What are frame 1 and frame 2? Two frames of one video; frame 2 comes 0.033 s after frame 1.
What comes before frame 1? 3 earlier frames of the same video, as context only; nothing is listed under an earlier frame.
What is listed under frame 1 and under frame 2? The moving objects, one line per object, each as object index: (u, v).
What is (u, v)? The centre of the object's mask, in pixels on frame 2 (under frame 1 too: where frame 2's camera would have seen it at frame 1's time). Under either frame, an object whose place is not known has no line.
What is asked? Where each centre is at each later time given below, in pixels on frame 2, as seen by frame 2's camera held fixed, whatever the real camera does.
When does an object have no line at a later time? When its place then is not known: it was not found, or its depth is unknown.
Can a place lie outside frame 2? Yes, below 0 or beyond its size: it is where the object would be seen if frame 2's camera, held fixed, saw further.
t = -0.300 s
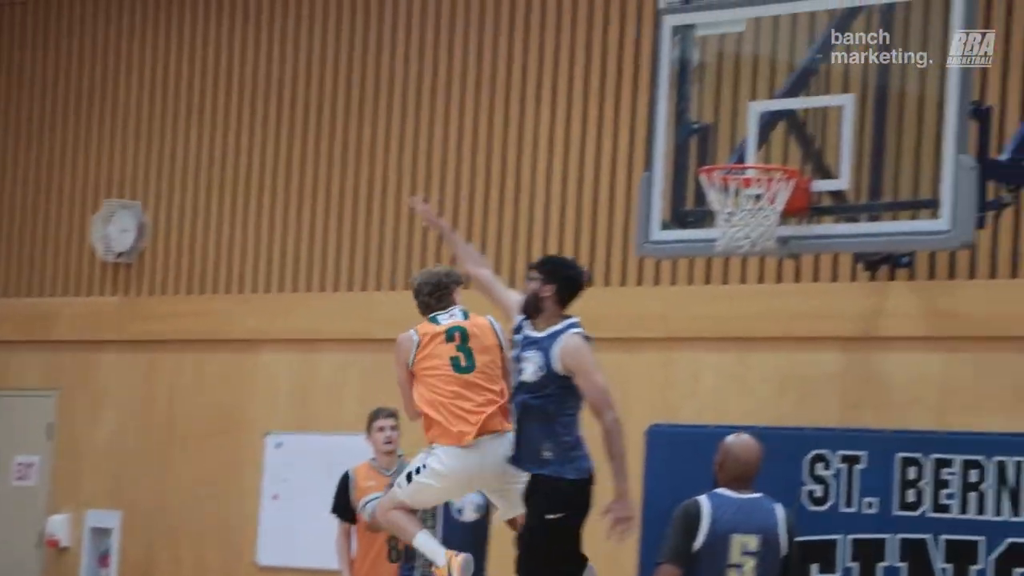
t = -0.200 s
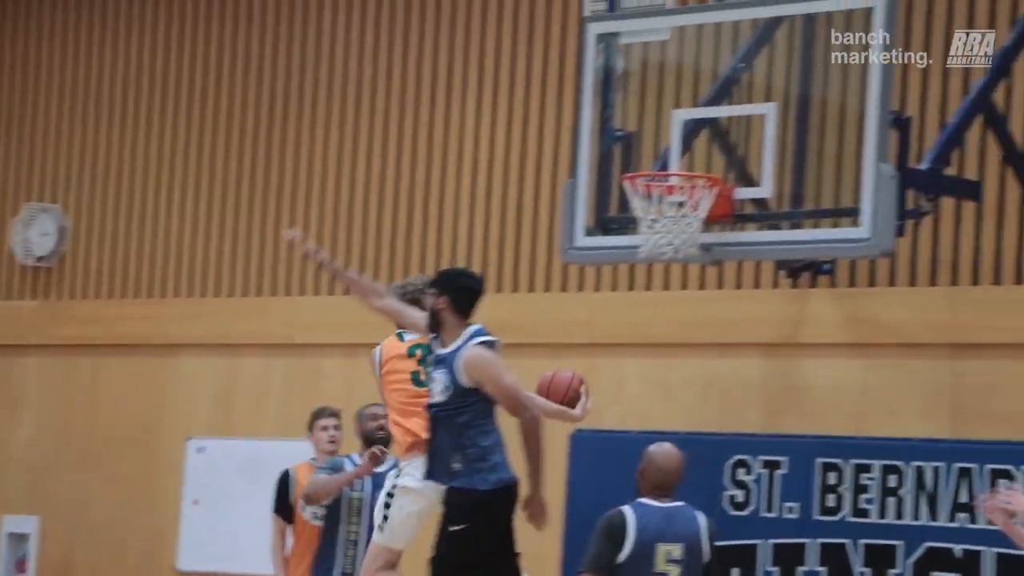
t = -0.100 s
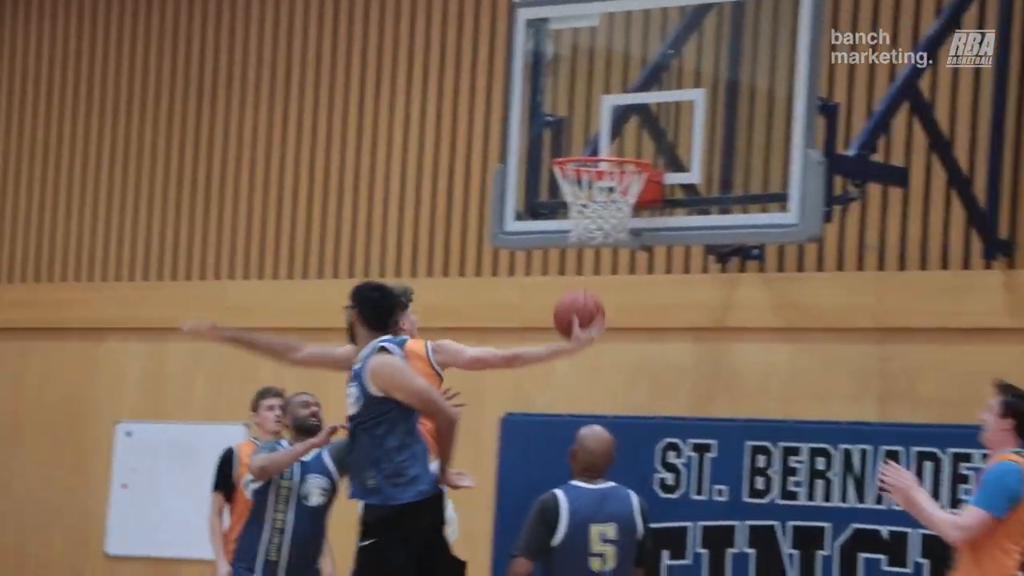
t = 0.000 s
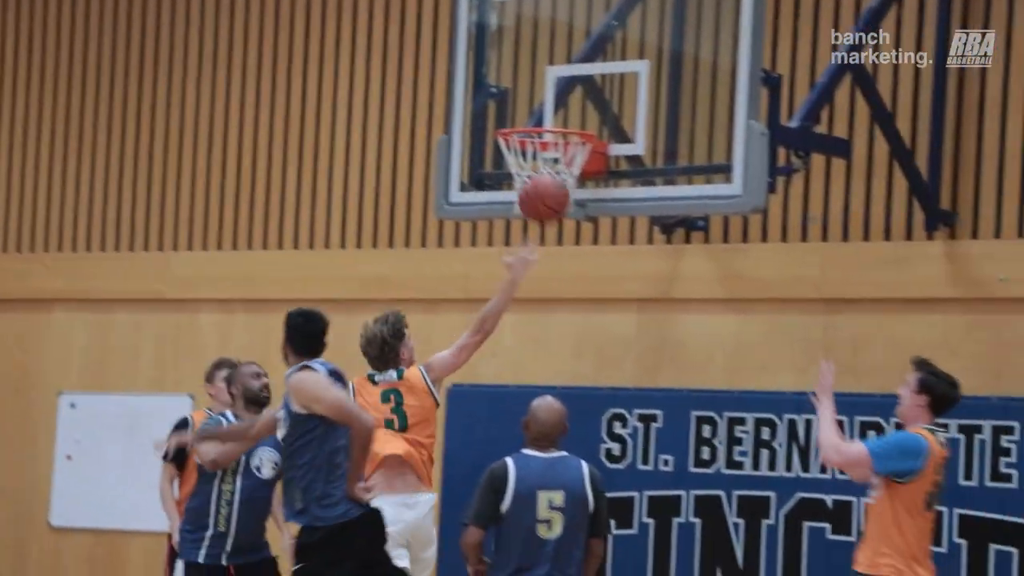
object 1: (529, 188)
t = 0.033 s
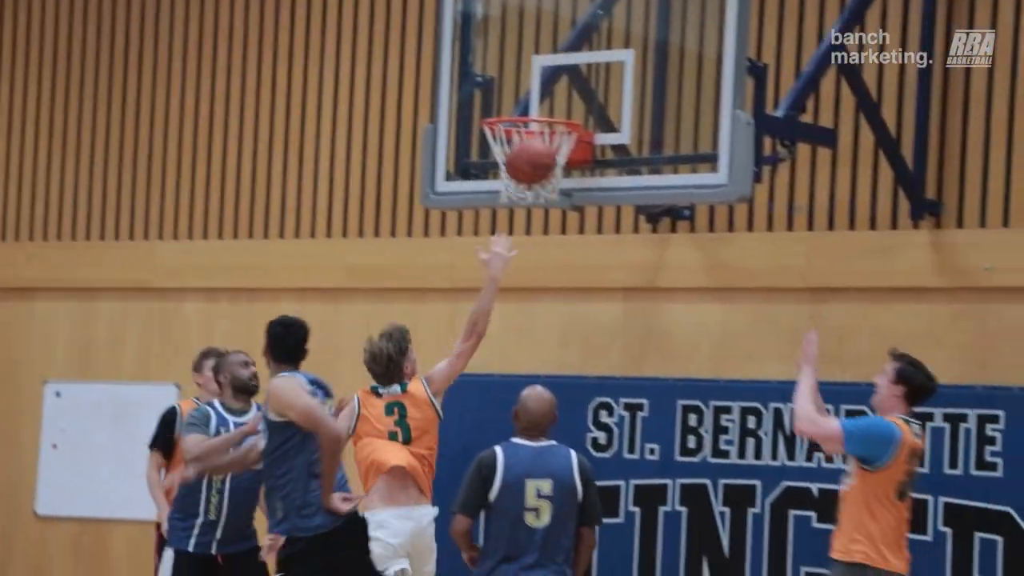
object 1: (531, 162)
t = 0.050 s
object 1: (530, 149)
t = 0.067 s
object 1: (530, 138)
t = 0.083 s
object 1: (530, 128)
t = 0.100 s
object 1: (532, 118)
